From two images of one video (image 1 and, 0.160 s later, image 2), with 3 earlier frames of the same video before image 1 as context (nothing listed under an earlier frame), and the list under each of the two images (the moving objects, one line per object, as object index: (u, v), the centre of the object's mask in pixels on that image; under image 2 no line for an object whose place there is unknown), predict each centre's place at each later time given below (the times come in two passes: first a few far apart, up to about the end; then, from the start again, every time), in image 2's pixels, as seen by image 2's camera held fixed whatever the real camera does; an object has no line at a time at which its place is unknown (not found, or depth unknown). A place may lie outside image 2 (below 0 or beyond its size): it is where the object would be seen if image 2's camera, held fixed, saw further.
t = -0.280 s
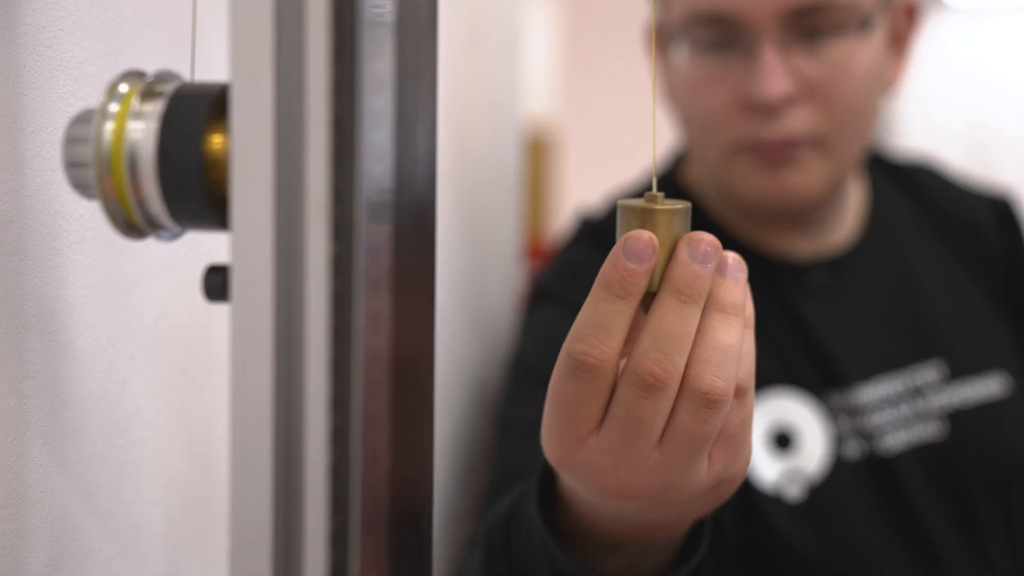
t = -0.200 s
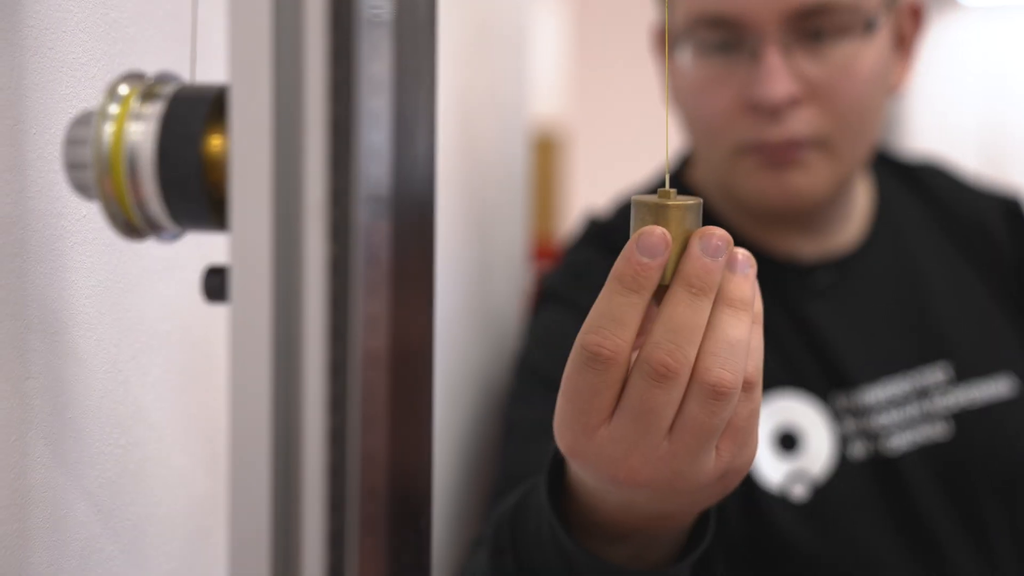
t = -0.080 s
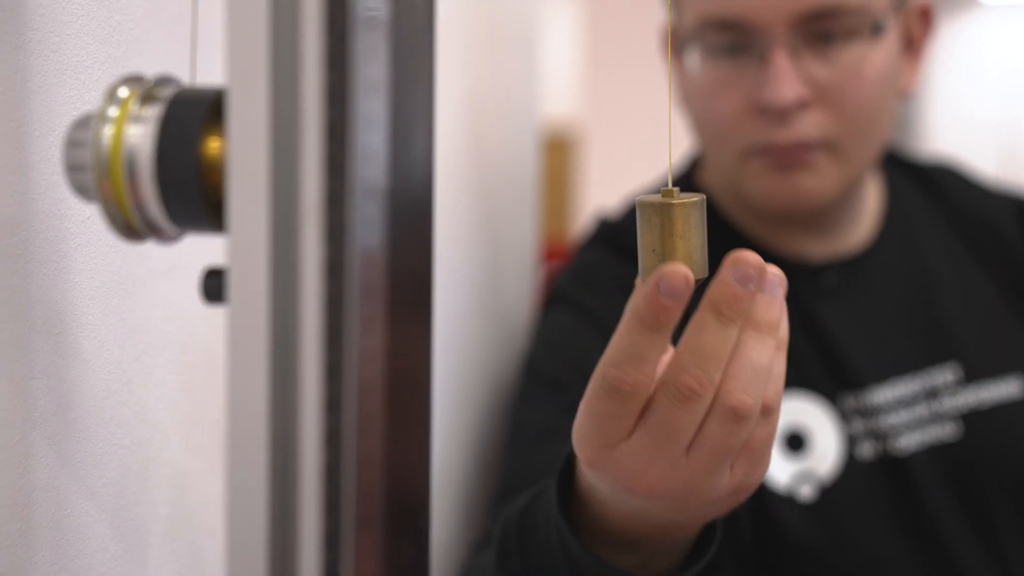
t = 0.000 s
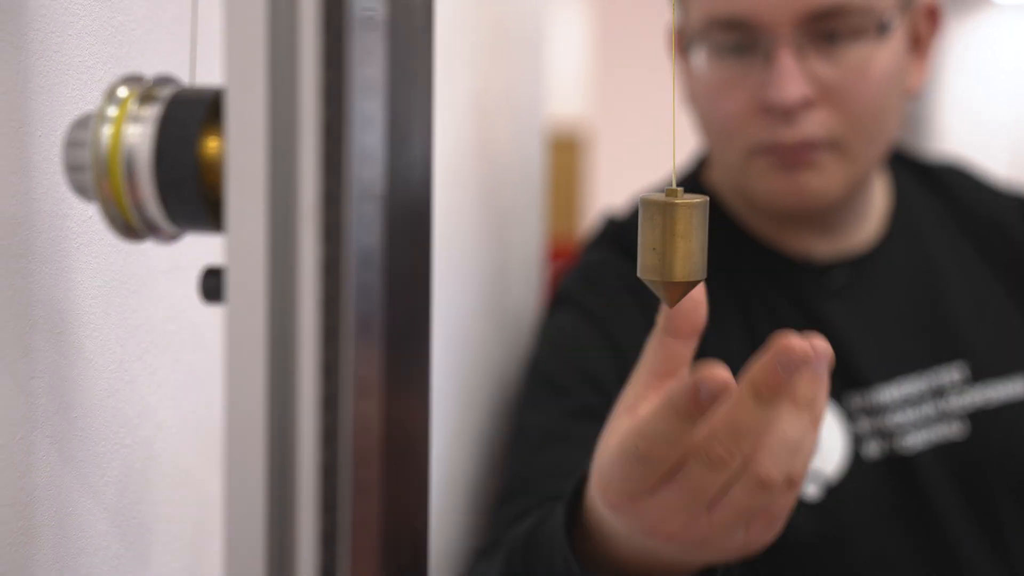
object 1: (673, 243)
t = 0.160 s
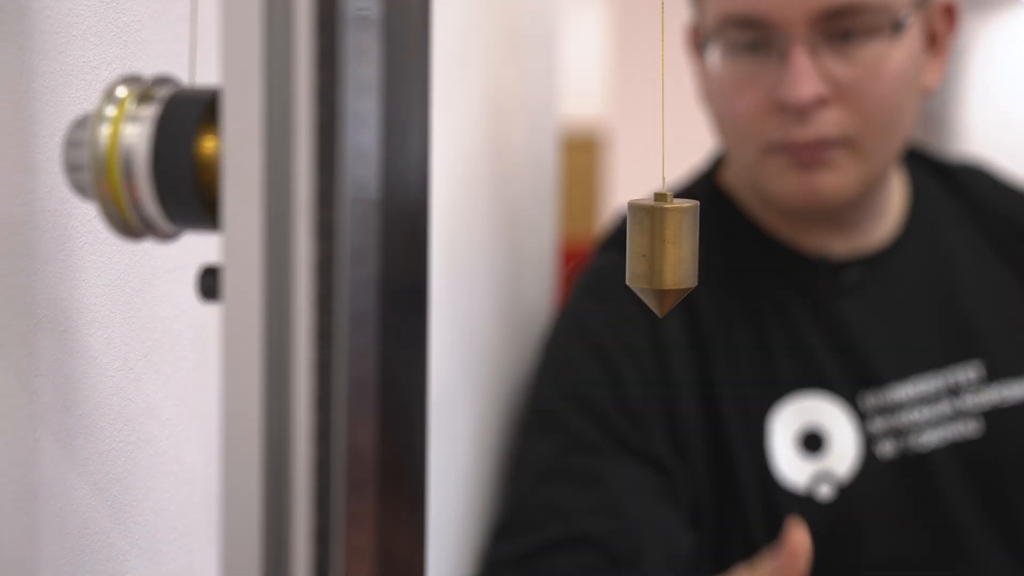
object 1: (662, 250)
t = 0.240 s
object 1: (653, 256)
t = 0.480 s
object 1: (590, 283)
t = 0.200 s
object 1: (658, 253)
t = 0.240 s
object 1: (653, 256)
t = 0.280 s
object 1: (646, 261)
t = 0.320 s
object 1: (638, 265)
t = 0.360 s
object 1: (629, 269)
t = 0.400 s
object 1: (618, 274)
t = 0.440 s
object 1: (606, 278)
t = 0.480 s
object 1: (590, 283)
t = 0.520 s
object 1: (574, 287)
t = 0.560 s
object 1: (554, 291)
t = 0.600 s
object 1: (532, 294)
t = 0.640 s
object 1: (509, 298)
